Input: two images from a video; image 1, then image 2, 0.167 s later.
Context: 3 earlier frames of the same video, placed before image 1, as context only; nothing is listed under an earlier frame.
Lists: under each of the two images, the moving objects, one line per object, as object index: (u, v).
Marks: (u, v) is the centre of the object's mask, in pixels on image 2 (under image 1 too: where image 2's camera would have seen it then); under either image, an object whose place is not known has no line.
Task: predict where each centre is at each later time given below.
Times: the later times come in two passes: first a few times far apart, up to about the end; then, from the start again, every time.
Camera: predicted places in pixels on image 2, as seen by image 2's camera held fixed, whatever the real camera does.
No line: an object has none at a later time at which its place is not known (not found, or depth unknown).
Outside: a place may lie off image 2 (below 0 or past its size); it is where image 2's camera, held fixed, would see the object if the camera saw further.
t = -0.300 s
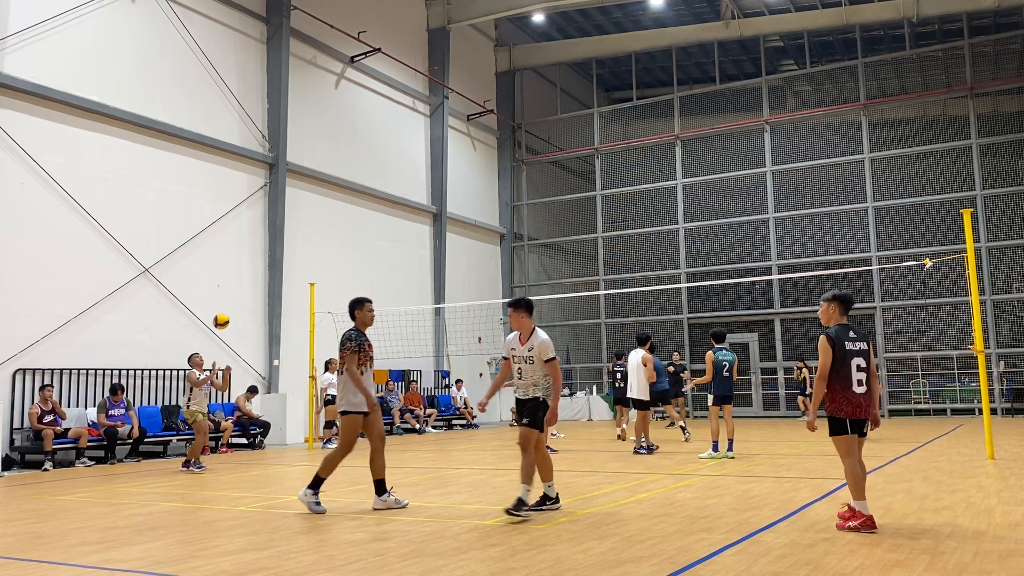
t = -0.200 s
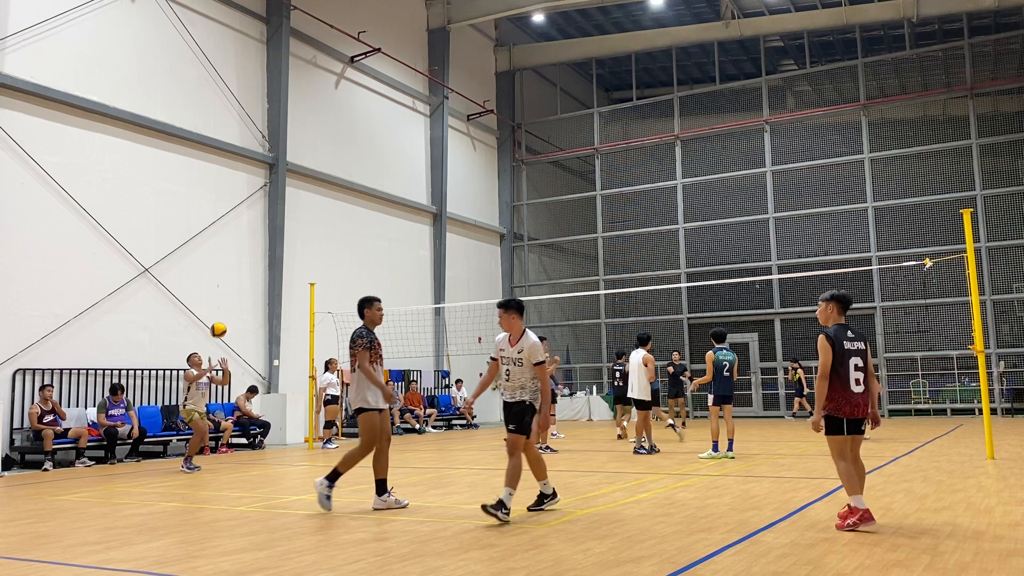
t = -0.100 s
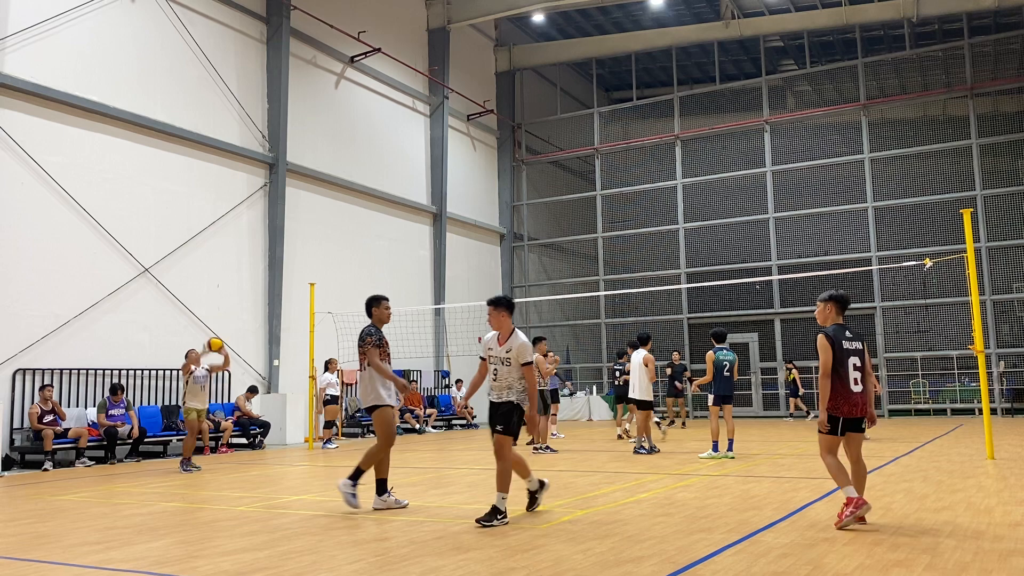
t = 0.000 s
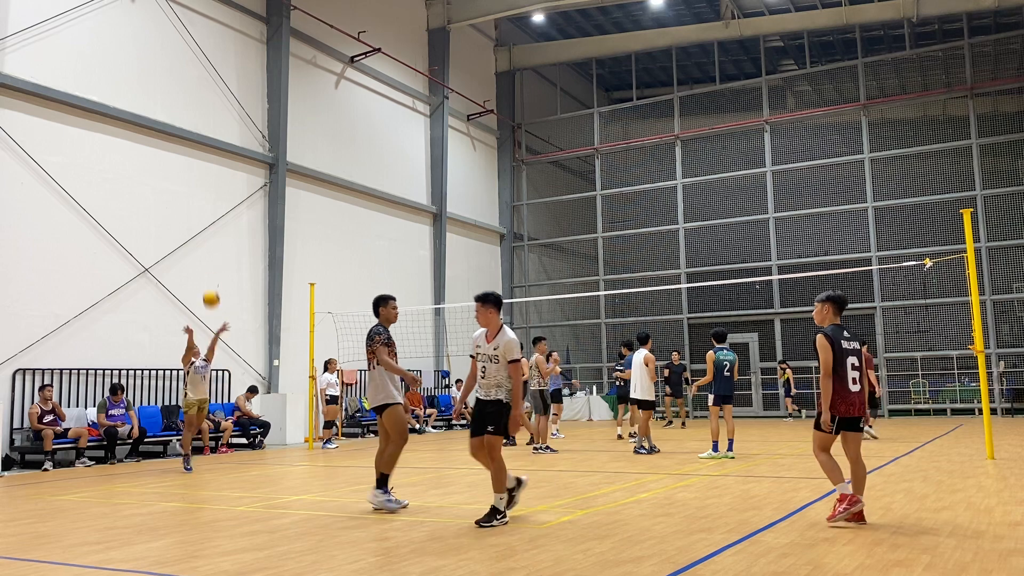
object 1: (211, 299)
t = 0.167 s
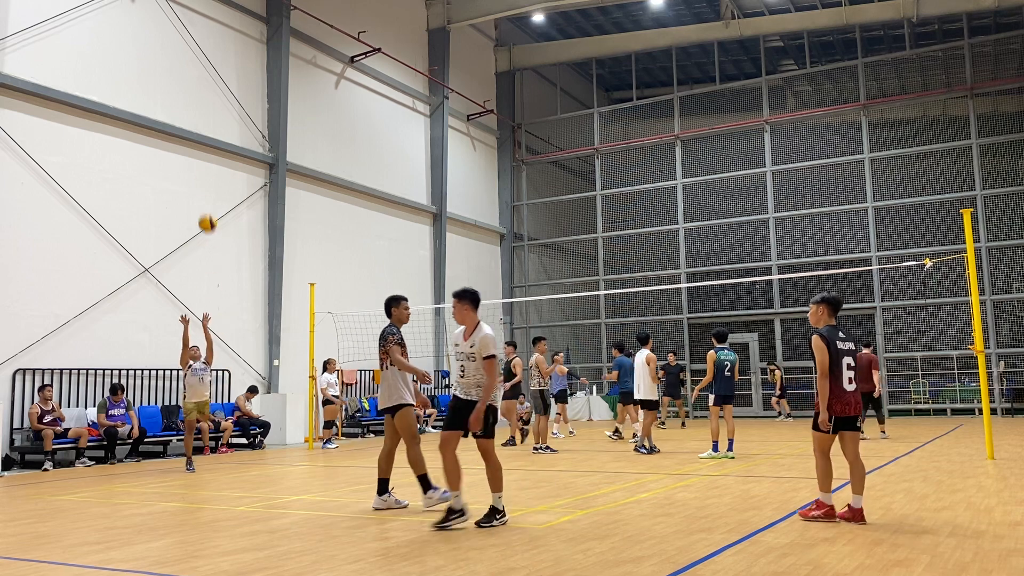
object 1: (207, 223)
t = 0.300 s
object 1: (203, 172)
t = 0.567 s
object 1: (190, 101)
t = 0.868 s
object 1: (171, 92)
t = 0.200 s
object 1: (206, 210)
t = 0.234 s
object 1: (205, 196)
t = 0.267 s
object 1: (204, 184)
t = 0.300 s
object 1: (203, 172)
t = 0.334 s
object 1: (202, 160)
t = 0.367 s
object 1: (200, 150)
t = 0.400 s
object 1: (199, 140)
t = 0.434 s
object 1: (197, 131)
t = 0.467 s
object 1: (196, 122)
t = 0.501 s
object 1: (194, 114)
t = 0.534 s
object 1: (192, 107)
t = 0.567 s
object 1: (190, 101)
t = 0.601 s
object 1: (189, 96)
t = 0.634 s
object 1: (187, 92)
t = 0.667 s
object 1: (185, 88)
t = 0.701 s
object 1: (183, 86)
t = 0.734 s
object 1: (181, 85)
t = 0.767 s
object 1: (179, 85)
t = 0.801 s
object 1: (176, 86)
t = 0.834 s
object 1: (174, 88)
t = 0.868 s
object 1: (171, 92)
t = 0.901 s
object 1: (169, 97)
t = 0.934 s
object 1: (166, 104)
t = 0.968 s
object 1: (163, 112)
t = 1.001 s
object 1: (159, 122)
